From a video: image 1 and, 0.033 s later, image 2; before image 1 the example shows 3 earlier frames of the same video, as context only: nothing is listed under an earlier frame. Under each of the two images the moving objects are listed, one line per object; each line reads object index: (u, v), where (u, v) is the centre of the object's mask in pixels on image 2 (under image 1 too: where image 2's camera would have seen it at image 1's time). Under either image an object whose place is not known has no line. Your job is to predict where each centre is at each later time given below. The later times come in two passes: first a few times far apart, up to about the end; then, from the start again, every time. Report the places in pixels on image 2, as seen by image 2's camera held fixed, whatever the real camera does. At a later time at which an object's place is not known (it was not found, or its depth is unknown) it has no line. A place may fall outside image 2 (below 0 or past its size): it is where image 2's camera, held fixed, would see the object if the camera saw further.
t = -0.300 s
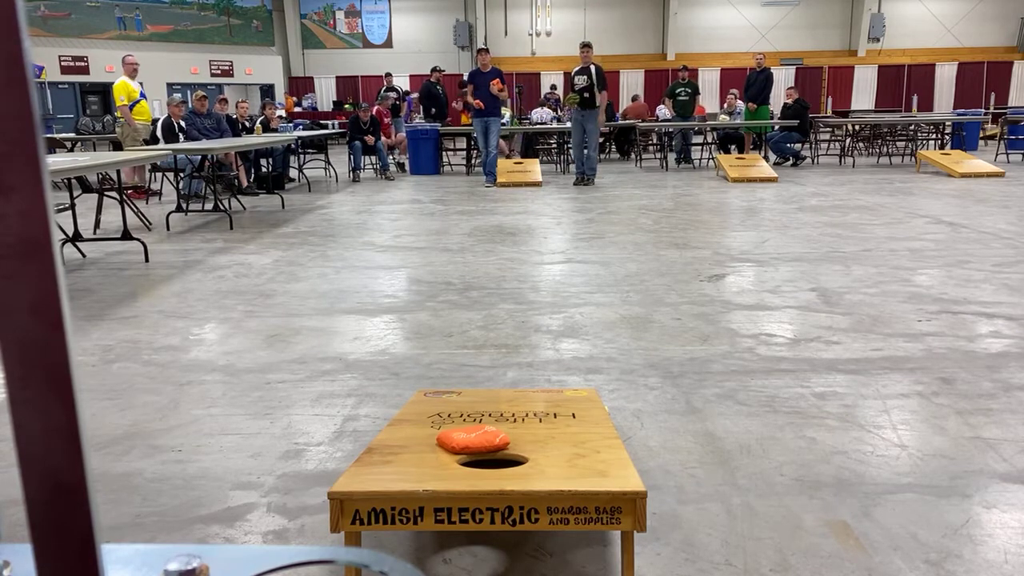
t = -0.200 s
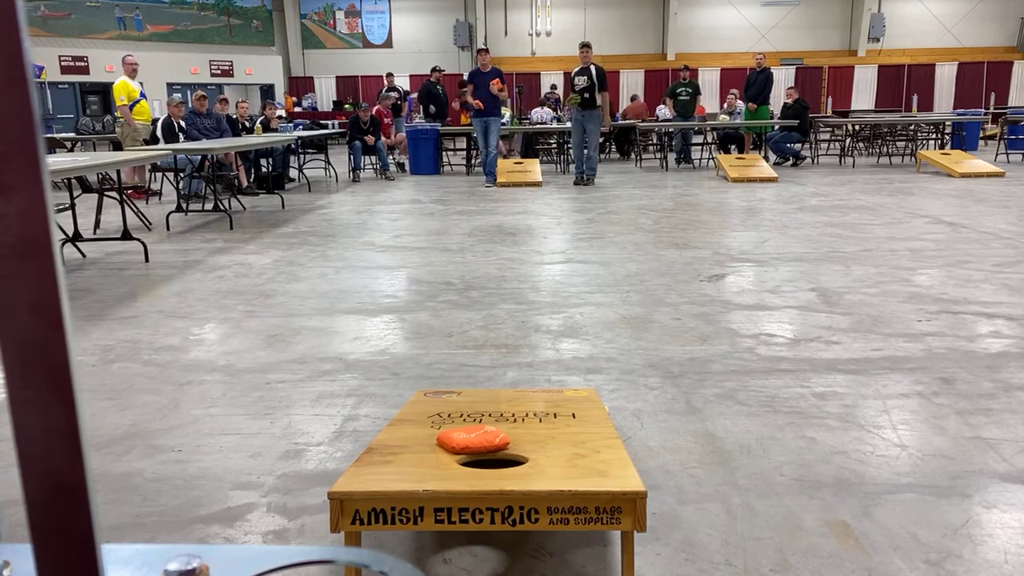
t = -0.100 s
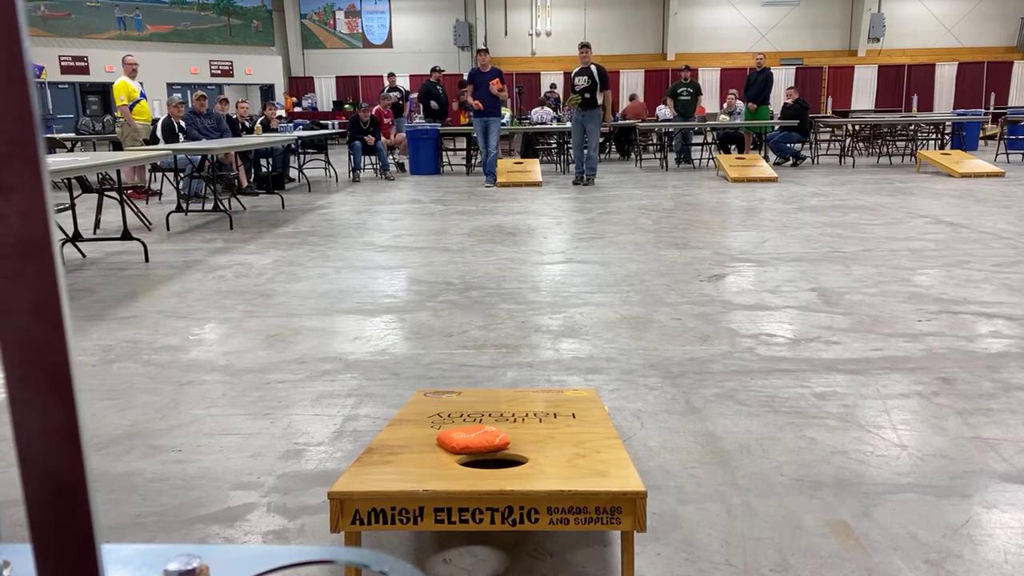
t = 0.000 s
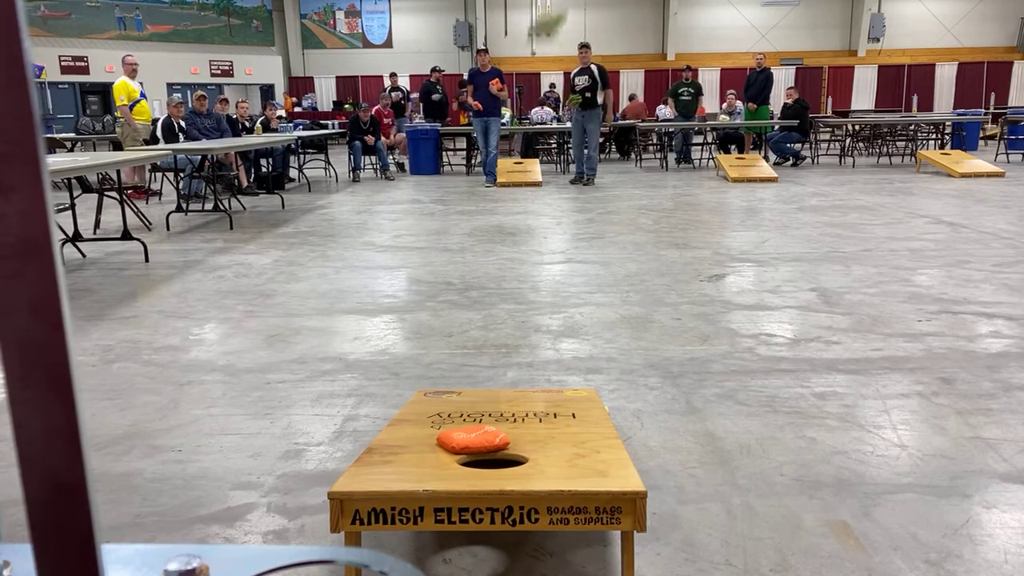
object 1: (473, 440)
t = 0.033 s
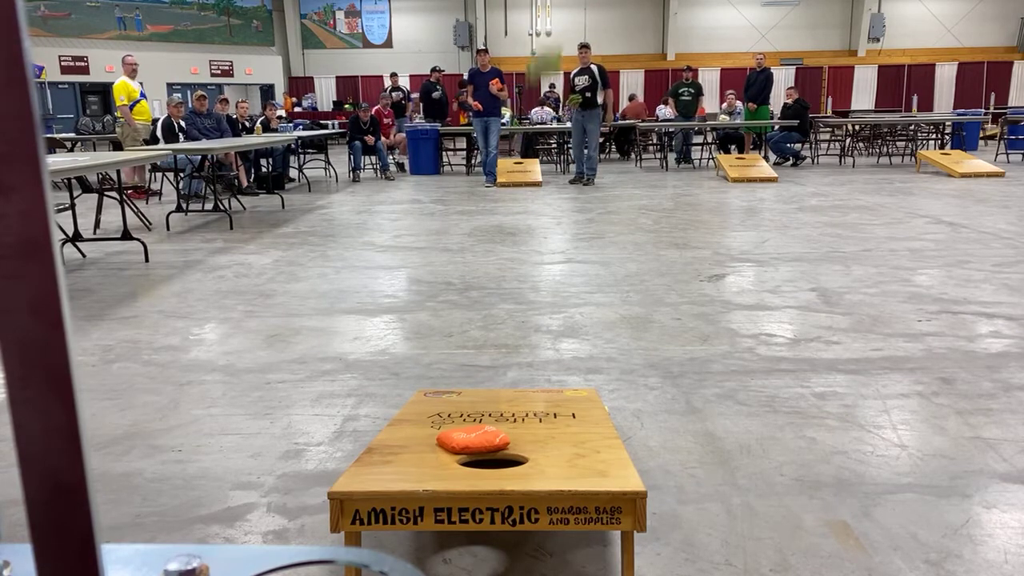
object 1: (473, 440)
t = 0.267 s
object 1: (473, 440)
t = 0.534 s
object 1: (462, 446)
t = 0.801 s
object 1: (465, 447)
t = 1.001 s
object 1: (467, 447)
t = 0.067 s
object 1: (473, 440)
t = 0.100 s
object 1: (473, 440)
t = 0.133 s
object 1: (473, 440)
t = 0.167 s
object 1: (473, 440)
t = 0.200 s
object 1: (473, 440)
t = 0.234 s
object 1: (473, 440)
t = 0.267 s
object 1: (473, 440)
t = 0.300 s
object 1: (473, 440)
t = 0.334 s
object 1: (473, 440)
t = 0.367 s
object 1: (473, 440)
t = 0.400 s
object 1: (474, 440)
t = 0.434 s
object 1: (473, 441)
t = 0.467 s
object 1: (469, 442)
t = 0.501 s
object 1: (465, 444)
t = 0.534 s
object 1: (462, 446)
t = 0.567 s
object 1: (461, 447)
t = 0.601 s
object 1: (461, 447)
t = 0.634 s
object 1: (462, 447)
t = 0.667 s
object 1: (462, 447)
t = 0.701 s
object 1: (464, 447)
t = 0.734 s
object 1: (464, 447)
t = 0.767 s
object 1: (465, 447)
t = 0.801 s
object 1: (465, 447)
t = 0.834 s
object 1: (463, 447)
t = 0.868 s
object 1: (463, 446)
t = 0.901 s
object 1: (467, 447)
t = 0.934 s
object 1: (467, 447)
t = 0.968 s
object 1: (467, 447)
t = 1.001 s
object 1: (467, 447)
